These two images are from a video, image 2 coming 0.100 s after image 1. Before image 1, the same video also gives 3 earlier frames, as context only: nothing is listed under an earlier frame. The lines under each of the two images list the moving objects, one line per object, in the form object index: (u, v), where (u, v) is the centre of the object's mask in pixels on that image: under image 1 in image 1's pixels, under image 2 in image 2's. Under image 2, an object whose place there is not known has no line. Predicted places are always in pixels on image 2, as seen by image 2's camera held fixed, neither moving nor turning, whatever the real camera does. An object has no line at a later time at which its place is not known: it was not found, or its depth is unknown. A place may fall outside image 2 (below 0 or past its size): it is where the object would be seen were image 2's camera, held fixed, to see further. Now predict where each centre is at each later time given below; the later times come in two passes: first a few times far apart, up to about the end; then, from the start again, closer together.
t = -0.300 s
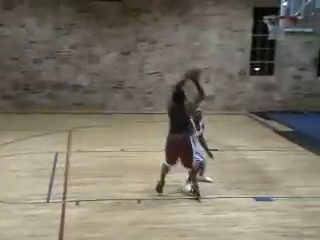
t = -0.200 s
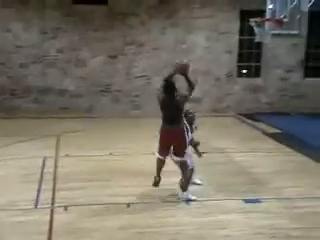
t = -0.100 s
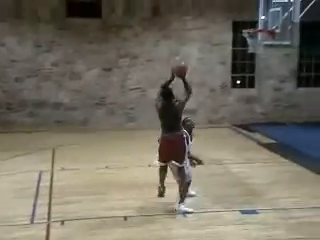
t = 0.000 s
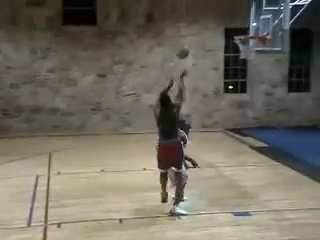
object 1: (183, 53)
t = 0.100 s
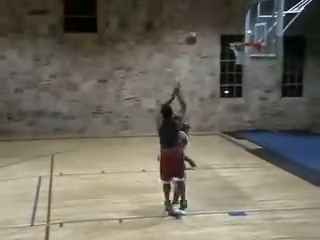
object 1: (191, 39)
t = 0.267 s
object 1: (204, 20)
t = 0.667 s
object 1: (233, 37)
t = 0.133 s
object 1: (193, 33)
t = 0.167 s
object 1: (196, 29)
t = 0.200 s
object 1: (199, 24)
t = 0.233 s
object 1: (201, 22)
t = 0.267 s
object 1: (204, 20)
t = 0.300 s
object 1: (207, 18)
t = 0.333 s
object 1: (211, 17)
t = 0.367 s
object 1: (213, 16)
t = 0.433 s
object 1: (218, 17)
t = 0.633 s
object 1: (231, 31)
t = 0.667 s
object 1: (233, 37)
